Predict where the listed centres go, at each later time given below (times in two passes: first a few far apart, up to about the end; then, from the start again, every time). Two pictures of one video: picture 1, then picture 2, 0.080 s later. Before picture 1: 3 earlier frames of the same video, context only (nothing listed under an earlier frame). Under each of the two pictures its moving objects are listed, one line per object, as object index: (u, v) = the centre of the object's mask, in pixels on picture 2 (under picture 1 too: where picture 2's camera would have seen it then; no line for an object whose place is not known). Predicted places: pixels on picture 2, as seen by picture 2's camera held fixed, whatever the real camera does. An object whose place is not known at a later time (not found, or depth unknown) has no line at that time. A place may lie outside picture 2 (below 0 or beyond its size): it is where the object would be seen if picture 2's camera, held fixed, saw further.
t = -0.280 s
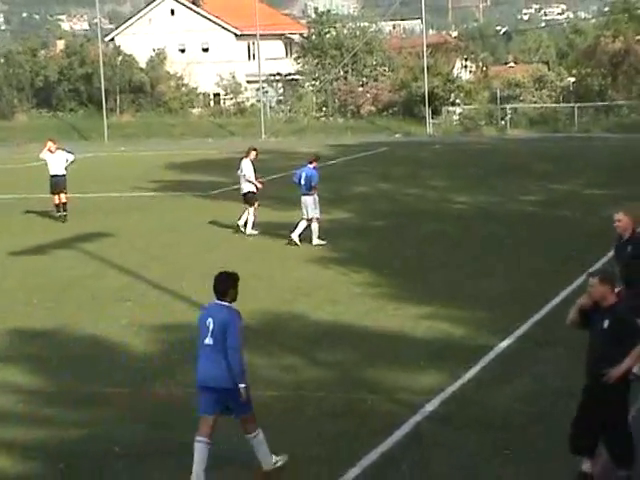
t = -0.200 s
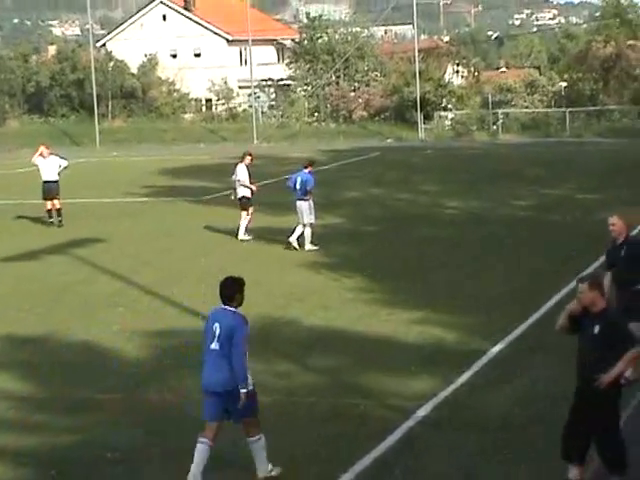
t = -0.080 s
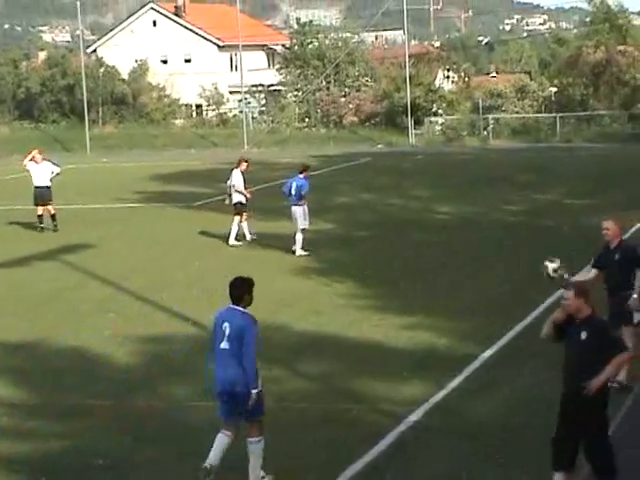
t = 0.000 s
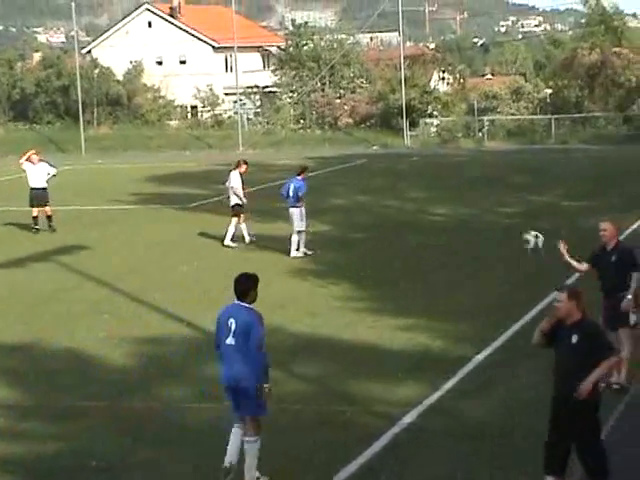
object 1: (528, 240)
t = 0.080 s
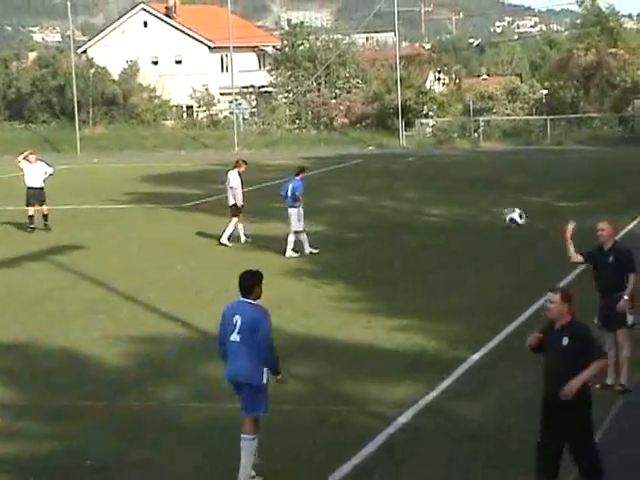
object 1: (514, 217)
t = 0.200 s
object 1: (491, 193)
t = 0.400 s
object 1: (454, 182)
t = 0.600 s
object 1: (416, 210)
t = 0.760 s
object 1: (385, 262)
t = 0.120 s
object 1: (506, 208)
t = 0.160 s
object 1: (499, 200)
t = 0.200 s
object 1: (491, 193)
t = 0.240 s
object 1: (483, 186)
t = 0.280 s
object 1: (477, 183)
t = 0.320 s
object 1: (468, 182)
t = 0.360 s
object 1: (461, 181)
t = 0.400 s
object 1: (454, 182)
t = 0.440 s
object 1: (446, 184)
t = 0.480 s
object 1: (439, 188)
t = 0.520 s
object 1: (432, 193)
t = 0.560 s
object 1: (423, 201)
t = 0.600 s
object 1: (416, 210)
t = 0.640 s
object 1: (408, 220)
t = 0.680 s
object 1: (401, 232)
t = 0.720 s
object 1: (393, 246)
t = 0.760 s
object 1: (385, 262)
